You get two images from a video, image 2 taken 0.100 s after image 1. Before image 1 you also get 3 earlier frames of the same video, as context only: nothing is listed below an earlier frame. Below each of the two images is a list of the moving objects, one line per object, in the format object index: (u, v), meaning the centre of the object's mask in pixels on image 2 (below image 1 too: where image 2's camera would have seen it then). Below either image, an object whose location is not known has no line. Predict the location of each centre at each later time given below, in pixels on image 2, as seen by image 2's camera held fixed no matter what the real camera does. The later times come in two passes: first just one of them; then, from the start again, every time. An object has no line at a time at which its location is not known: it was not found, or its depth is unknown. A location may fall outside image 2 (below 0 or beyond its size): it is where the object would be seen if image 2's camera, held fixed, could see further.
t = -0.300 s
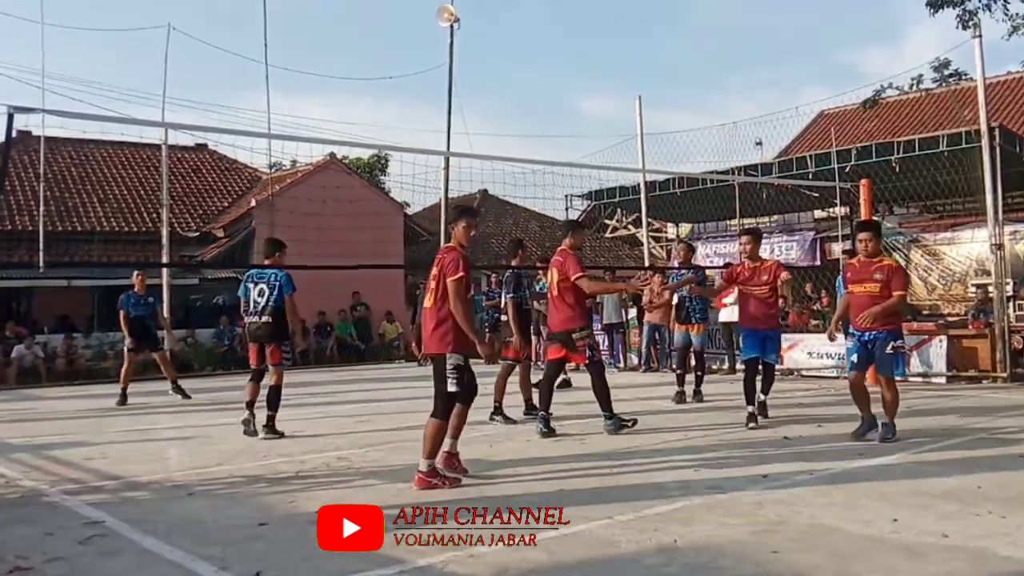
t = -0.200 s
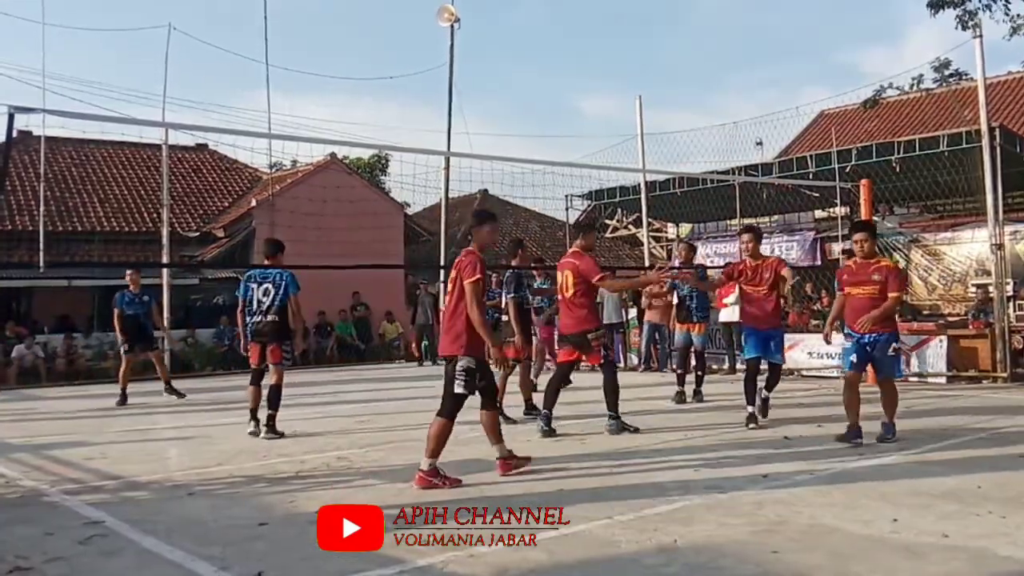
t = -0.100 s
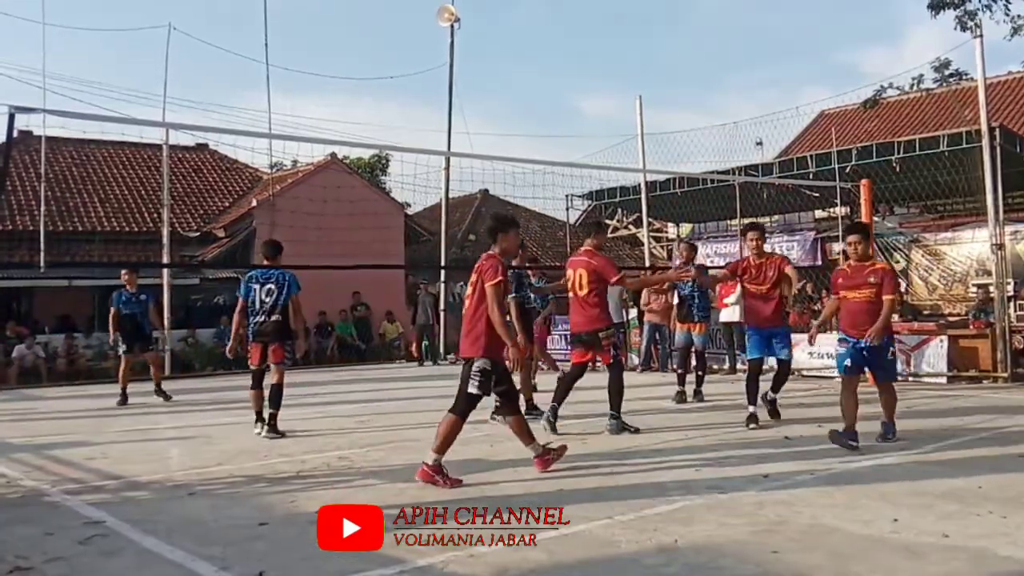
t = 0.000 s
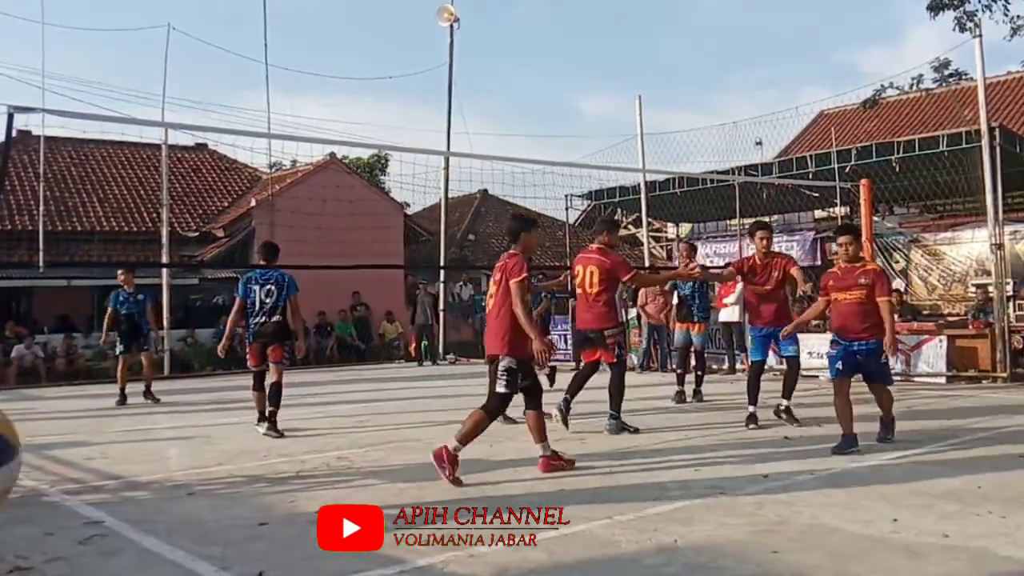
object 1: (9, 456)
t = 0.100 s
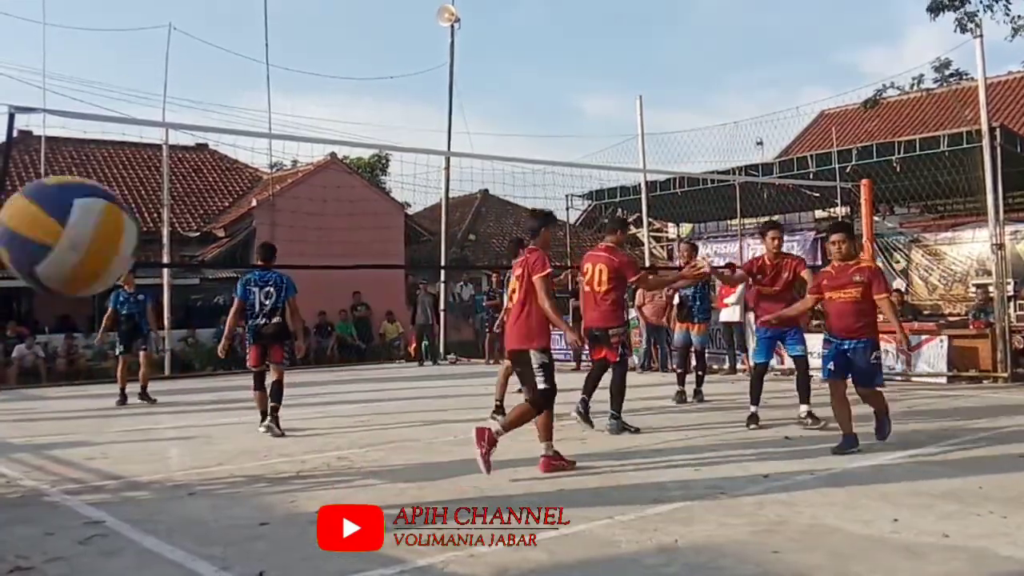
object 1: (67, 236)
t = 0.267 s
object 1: (206, 89)
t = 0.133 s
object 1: (102, 191)
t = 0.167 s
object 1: (133, 153)
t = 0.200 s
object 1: (160, 123)
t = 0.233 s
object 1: (185, 102)
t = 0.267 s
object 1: (206, 89)
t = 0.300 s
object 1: (227, 80)
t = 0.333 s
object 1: (247, 76)
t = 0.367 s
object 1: (264, 75)
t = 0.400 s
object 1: (280, 79)
